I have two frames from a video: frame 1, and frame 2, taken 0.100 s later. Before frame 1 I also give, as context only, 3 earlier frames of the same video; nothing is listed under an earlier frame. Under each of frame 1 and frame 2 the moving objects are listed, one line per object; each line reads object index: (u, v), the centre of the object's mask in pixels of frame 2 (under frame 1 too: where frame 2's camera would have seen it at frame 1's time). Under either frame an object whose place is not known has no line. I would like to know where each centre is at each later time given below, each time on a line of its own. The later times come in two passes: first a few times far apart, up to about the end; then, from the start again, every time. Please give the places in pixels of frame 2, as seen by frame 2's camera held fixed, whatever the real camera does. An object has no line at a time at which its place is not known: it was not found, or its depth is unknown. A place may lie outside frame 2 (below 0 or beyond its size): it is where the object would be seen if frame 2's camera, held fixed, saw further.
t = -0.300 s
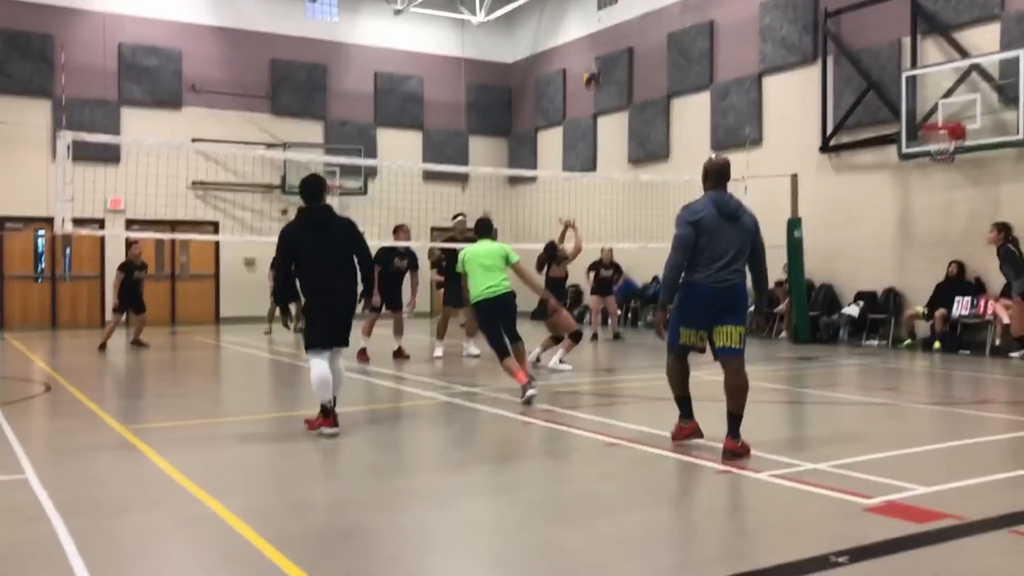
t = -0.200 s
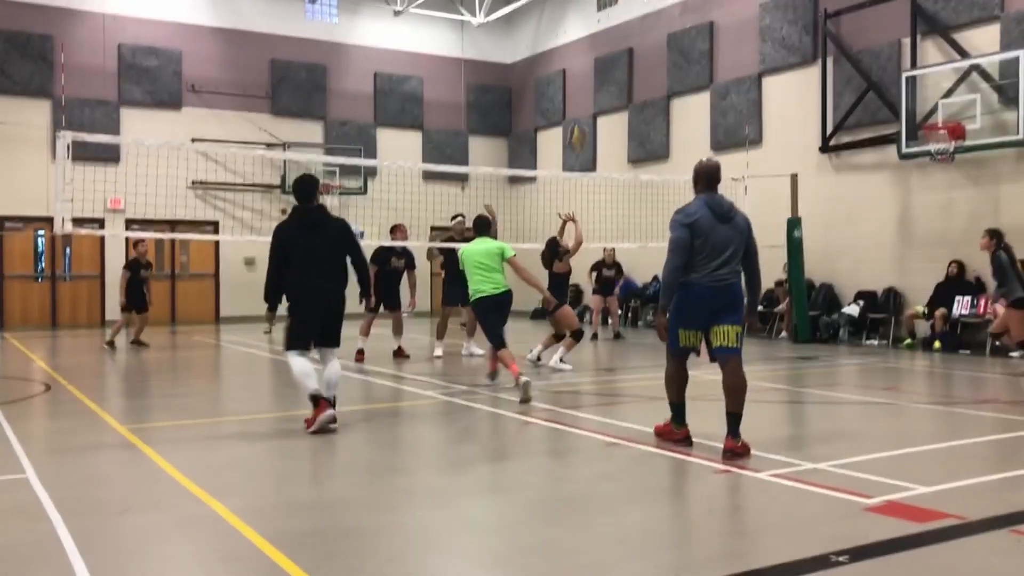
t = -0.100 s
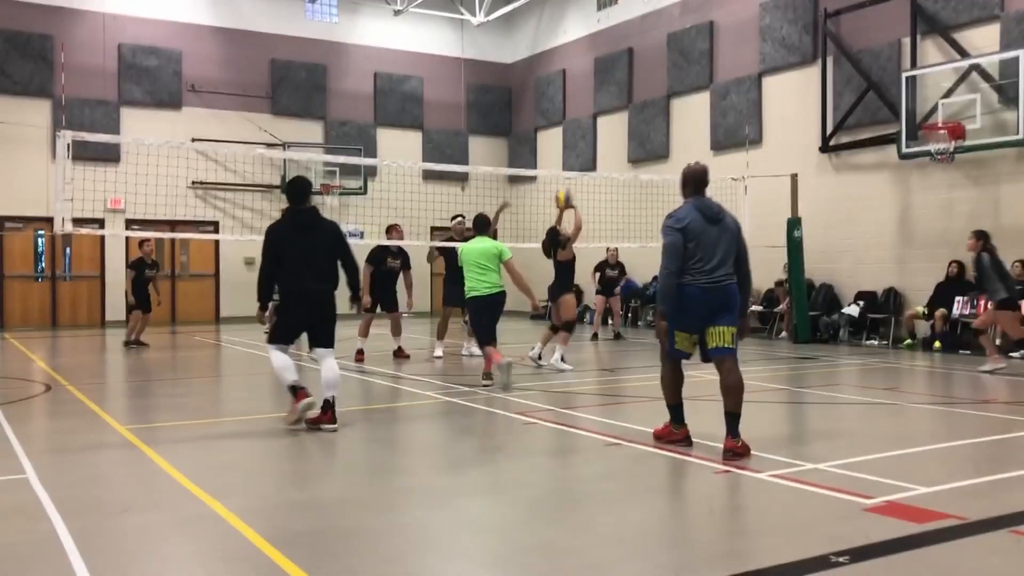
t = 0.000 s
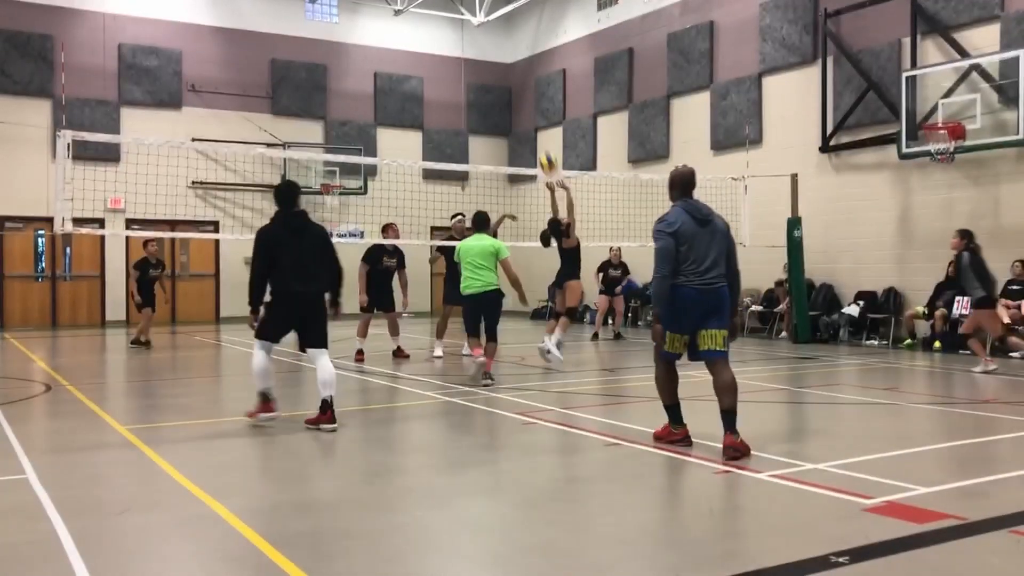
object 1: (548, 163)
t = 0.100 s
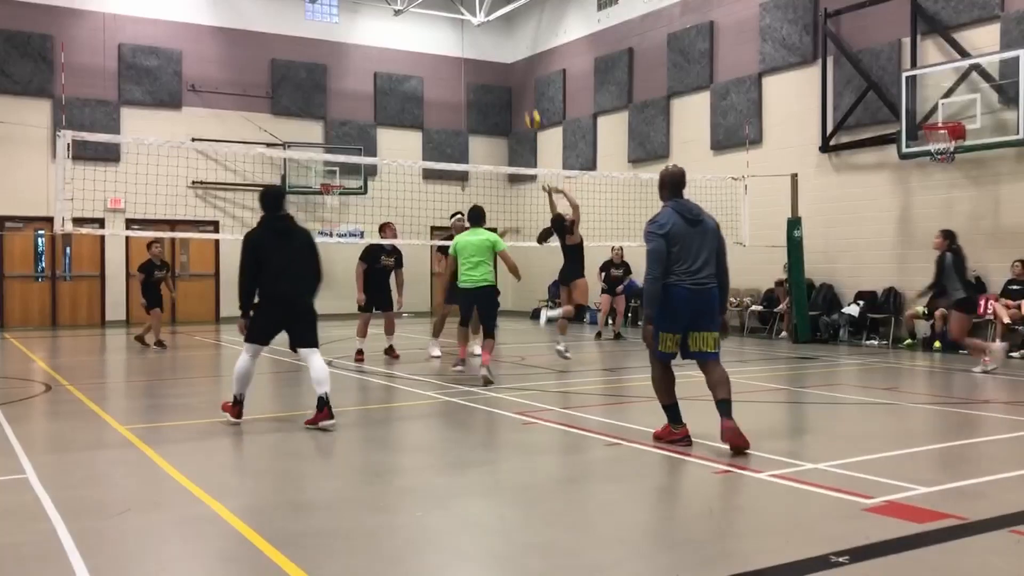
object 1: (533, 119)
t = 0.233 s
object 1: (516, 79)
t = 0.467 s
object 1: (484, 43)
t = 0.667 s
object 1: (458, 50)
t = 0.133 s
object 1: (530, 108)
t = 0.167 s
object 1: (525, 98)
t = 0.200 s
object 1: (521, 88)
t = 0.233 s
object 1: (516, 79)
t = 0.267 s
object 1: (511, 70)
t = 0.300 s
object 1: (508, 63)
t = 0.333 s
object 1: (502, 57)
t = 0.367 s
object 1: (498, 52)
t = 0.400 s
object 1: (493, 48)
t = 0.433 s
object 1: (489, 45)
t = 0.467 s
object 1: (484, 43)
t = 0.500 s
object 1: (480, 42)
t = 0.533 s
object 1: (476, 41)
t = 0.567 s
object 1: (471, 41)
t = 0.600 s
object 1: (467, 44)
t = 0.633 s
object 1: (462, 46)
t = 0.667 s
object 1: (458, 50)
